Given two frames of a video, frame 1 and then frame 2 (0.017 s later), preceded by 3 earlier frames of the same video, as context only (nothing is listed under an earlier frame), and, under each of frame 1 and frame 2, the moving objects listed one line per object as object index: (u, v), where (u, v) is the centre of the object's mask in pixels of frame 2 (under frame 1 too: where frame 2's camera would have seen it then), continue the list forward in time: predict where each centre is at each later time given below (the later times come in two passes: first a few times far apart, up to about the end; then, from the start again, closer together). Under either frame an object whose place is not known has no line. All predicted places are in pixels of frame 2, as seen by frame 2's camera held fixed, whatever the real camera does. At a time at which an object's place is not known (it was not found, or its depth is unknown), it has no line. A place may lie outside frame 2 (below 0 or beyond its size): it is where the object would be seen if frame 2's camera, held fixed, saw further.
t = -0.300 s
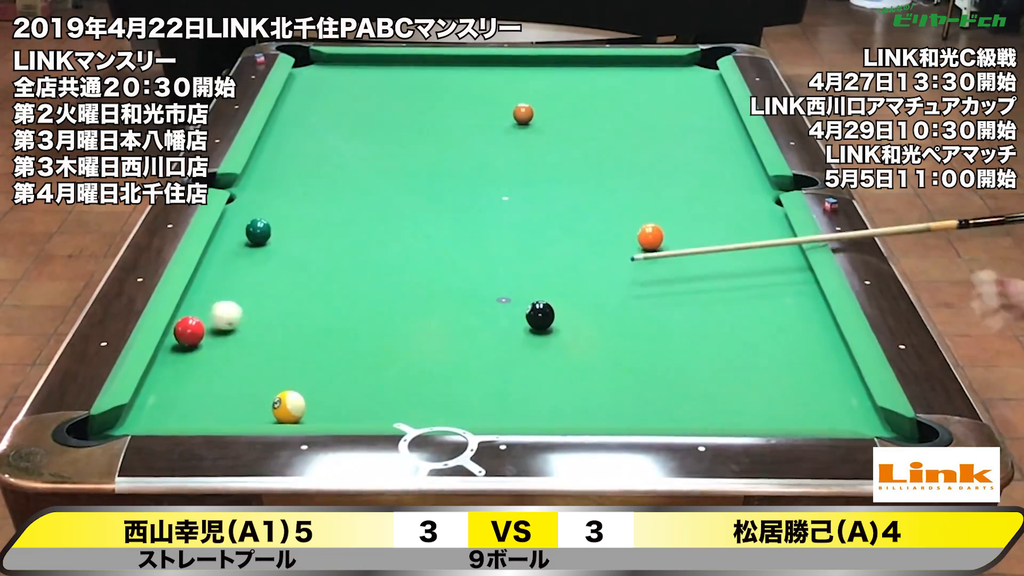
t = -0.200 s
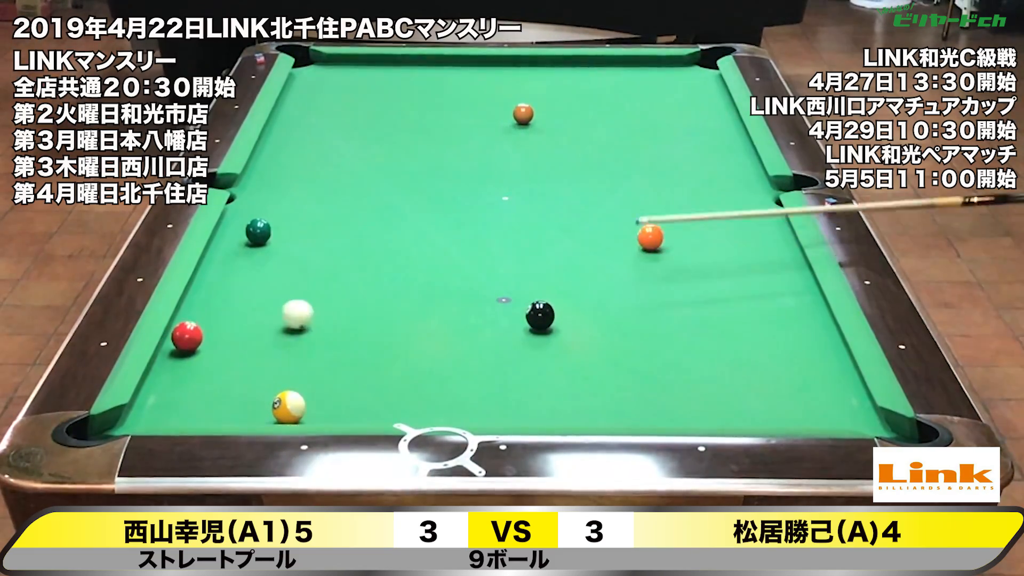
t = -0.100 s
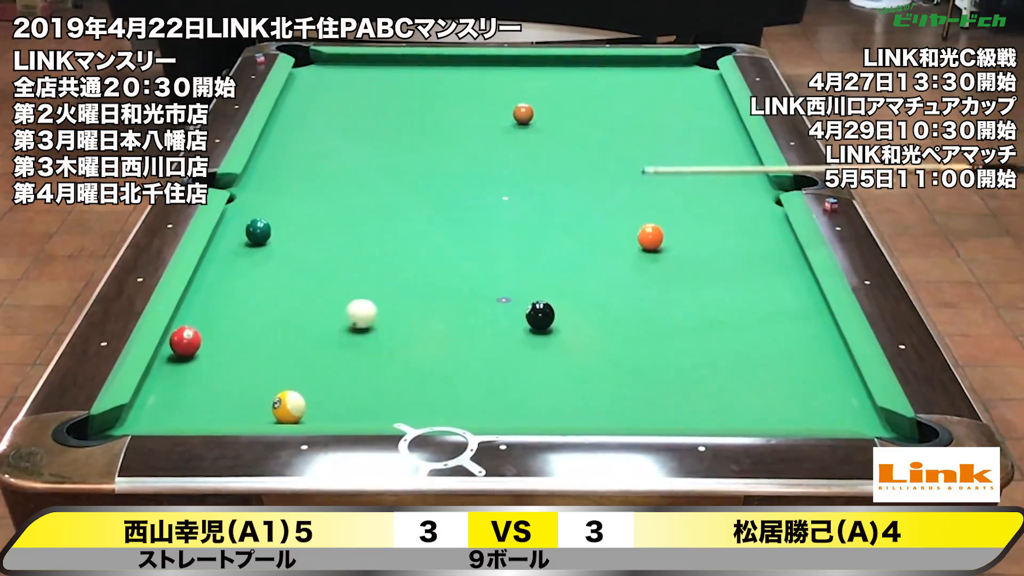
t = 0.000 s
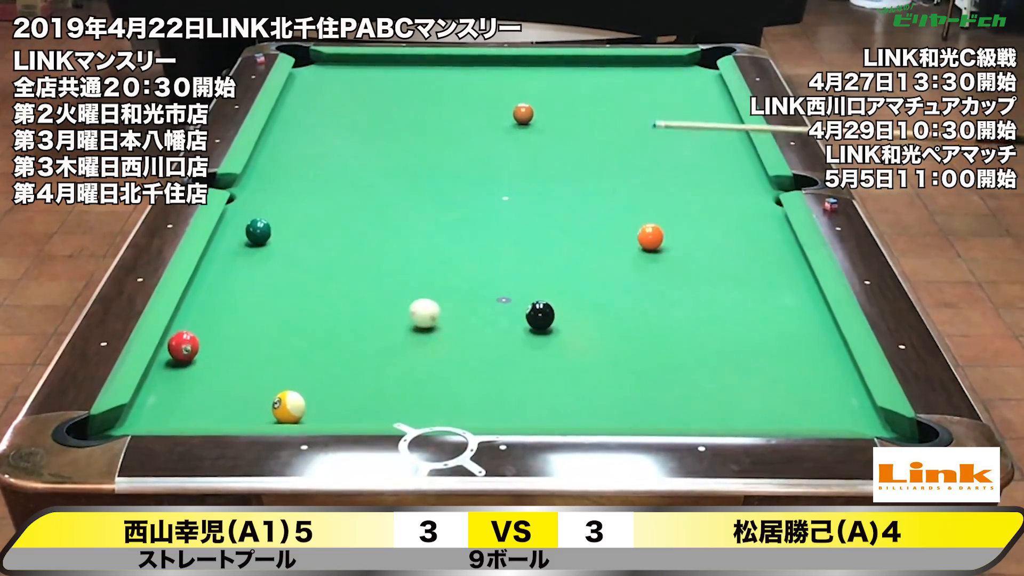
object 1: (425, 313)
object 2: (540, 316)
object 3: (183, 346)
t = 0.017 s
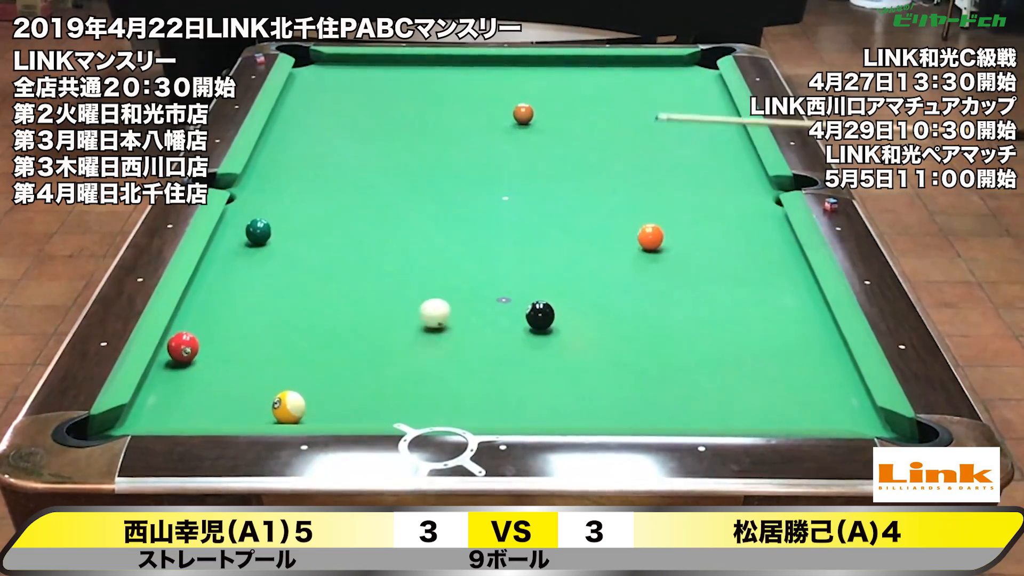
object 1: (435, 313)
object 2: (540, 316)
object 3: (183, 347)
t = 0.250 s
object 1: (523, 307)
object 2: (594, 321)
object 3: (179, 358)
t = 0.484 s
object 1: (559, 298)
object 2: (684, 328)
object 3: (176, 368)
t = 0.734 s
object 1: (596, 290)
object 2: (781, 336)
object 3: (173, 378)
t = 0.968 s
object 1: (627, 283)
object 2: (807, 342)
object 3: (172, 386)
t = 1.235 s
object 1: (661, 275)
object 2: (750, 347)
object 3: (170, 394)
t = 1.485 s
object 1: (690, 268)
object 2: (697, 351)
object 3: (169, 401)
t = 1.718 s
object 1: (716, 263)
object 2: (651, 354)
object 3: (168, 407)
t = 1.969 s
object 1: (741, 258)
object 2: (603, 358)
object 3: (169, 410)
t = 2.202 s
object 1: (762, 254)
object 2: (559, 362)
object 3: (170, 412)
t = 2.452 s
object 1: (783, 249)
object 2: (515, 365)
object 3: (171, 413)
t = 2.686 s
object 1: (780, 247)
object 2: (476, 368)
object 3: (170, 414)
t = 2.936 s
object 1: (768, 244)
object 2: (437, 372)
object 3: (169, 414)
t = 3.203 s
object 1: (758, 243)
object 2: (396, 375)
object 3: (169, 414)
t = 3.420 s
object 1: (751, 242)
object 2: (366, 378)
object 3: (169, 414)
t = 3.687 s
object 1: (745, 241)
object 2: (330, 381)
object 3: (169, 414)
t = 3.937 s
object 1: (741, 241)
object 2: (300, 382)
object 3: (169, 413)
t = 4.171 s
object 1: (740, 241)
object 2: (272, 385)
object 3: (169, 413)
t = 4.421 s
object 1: (741, 240)
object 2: (246, 388)
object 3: (169, 413)
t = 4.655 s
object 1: (741, 240)
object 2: (224, 390)
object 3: (169, 414)
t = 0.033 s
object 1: (445, 313)
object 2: (540, 316)
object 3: (183, 348)
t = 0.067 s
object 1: (466, 313)
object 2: (540, 316)
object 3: (182, 349)
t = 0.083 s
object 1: (477, 312)
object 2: (540, 316)
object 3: (182, 351)
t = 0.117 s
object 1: (497, 312)
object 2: (540, 316)
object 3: (181, 351)
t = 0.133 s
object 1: (508, 312)
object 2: (540, 316)
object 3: (181, 352)
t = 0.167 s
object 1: (513, 310)
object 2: (555, 317)
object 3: (180, 354)
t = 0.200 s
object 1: (515, 309)
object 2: (572, 319)
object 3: (180, 355)
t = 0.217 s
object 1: (518, 309)
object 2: (580, 319)
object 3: (179, 356)
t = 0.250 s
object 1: (523, 307)
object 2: (594, 321)
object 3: (179, 358)
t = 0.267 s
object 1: (525, 307)
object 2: (601, 321)
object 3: (179, 359)
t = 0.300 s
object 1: (531, 305)
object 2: (614, 322)
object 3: (178, 360)
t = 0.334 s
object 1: (536, 304)
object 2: (627, 323)
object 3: (178, 361)
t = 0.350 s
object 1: (538, 303)
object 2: (633, 324)
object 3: (177, 362)
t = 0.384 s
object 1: (544, 302)
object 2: (646, 325)
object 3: (177, 363)
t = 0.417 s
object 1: (549, 301)
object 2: (659, 326)
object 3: (176, 365)
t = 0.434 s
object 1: (552, 300)
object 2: (665, 327)
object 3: (176, 366)
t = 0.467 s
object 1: (557, 299)
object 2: (678, 328)
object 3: (176, 367)
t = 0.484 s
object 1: (559, 298)
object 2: (684, 328)
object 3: (176, 368)
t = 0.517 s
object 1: (564, 297)
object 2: (697, 329)
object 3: (175, 370)
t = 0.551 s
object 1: (569, 296)
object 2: (710, 330)
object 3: (175, 371)
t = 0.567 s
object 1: (572, 295)
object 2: (716, 331)
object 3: (175, 371)
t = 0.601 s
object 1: (577, 294)
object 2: (729, 332)
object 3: (174, 373)
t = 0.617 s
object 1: (579, 294)
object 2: (736, 333)
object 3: (174, 373)
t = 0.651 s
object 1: (584, 292)
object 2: (748, 334)
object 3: (174, 374)
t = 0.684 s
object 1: (589, 291)
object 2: (761, 335)
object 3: (174, 376)
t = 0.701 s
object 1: (591, 291)
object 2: (768, 335)
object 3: (173, 376)
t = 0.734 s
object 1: (596, 290)
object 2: (781, 336)
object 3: (173, 378)
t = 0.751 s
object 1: (598, 289)
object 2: (787, 337)
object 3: (173, 379)
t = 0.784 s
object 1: (603, 288)
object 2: (800, 338)
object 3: (173, 380)
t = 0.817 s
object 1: (608, 287)
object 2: (813, 339)
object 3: (172, 381)
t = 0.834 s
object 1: (610, 286)
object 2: (819, 340)
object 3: (172, 382)
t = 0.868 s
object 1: (614, 286)
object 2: (830, 341)
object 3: (172, 383)
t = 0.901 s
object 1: (618, 285)
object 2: (822, 341)
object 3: (172, 384)
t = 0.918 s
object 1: (621, 284)
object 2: (819, 342)
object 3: (172, 384)
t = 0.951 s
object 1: (625, 283)
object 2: (811, 342)
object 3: (172, 386)
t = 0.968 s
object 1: (627, 283)
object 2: (807, 342)
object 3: (172, 386)
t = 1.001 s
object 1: (632, 282)
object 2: (800, 342)
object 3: (171, 387)
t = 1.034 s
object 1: (636, 281)
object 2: (793, 343)
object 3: (171, 389)
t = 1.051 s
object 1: (638, 280)
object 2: (789, 343)
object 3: (171, 389)
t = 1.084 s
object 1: (643, 279)
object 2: (782, 344)
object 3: (171, 390)
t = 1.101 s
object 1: (645, 279)
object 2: (778, 345)
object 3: (171, 391)
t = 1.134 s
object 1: (649, 278)
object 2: (771, 345)
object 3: (170, 391)
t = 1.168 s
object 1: (653, 277)
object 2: (764, 345)
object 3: (170, 393)
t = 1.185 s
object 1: (655, 276)
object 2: (760, 346)
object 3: (170, 393)
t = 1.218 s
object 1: (660, 276)
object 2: (753, 346)
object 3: (170, 394)
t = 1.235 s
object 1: (661, 275)
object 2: (750, 347)
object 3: (170, 394)
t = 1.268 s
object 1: (665, 274)
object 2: (743, 347)
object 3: (170, 396)
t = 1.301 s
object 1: (670, 274)
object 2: (735, 348)
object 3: (169, 396)
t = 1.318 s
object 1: (671, 273)
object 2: (732, 348)
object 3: (169, 397)
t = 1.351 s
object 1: (675, 272)
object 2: (725, 349)
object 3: (169, 398)
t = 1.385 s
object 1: (679, 271)
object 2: (718, 349)
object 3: (169, 399)
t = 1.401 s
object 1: (681, 271)
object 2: (715, 349)
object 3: (169, 399)
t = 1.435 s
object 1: (685, 270)
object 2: (708, 350)
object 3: (169, 400)
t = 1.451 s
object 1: (687, 270)
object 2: (704, 350)
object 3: (169, 401)
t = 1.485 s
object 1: (690, 268)
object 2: (697, 351)
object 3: (169, 401)
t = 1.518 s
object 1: (694, 268)
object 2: (691, 351)
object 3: (168, 403)
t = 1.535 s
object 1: (696, 268)
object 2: (687, 351)
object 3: (168, 403)
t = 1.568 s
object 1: (700, 267)
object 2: (681, 352)
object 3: (169, 403)
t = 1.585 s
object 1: (702, 266)
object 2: (677, 352)
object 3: (168, 403)
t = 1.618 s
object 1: (705, 266)
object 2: (671, 352)
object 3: (168, 405)
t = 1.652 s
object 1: (709, 265)
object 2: (664, 353)
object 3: (169, 405)
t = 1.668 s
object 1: (710, 265)
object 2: (661, 354)
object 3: (168, 406)
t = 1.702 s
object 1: (714, 264)
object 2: (654, 354)
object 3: (168, 407)
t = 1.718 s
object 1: (716, 263)
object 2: (651, 354)
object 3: (168, 407)
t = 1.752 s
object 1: (719, 263)
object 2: (644, 355)
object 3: (168, 407)
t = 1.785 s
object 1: (723, 262)
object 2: (638, 355)
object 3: (168, 408)
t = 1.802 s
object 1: (724, 262)
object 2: (635, 356)
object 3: (168, 408)
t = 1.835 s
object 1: (728, 260)
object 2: (628, 356)
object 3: (169, 408)
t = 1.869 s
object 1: (731, 260)
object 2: (622, 356)
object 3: (169, 409)
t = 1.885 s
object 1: (733, 260)
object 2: (618, 357)
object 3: (169, 409)
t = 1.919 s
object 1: (736, 260)
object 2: (612, 358)
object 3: (169, 409)
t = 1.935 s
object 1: (738, 259)
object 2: (609, 358)
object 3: (169, 410)
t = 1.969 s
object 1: (741, 258)
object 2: (603, 358)
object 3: (169, 410)
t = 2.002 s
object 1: (744, 258)
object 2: (596, 359)
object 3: (169, 410)
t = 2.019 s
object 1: (745, 257)
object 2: (593, 359)
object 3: (169, 410)
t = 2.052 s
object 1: (748, 257)
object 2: (587, 359)
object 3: (169, 411)
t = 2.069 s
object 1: (750, 256)
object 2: (584, 360)
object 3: (169, 411)
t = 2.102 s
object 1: (753, 255)
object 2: (578, 360)
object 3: (170, 411)
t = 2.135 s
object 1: (756, 255)
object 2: (572, 361)
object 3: (170, 411)
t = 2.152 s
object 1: (758, 255)
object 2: (569, 361)
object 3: (170, 412)
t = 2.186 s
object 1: (761, 254)
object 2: (562, 362)
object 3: (170, 412)
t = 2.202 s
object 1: (762, 254)
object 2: (559, 362)
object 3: (170, 412)
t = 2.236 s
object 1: (765, 253)
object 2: (554, 362)
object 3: (170, 412)
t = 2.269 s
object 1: (768, 253)
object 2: (548, 363)
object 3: (171, 412)
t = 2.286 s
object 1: (769, 252)
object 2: (545, 363)
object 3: (171, 412)
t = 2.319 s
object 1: (772, 251)
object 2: (539, 364)
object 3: (171, 412)
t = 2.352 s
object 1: (775, 251)
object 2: (533, 364)
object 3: (171, 413)
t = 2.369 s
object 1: (776, 251)
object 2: (530, 364)
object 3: (171, 413)
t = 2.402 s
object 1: (779, 250)
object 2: (524, 364)
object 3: (171, 413)
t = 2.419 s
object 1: (780, 250)
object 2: (521, 365)
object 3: (171, 413)
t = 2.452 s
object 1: (783, 249)
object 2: (515, 365)
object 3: (171, 413)
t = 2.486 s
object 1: (786, 249)
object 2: (510, 366)
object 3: (171, 413)
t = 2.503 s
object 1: (787, 248)
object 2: (507, 366)
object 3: (170, 413)
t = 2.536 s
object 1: (788, 248)
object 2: (501, 367)
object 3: (170, 413)
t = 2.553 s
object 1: (788, 248)
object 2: (499, 367)
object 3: (170, 413)
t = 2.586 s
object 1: (786, 247)
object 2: (493, 367)
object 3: (170, 413)
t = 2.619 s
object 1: (784, 247)
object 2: (488, 368)
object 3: (170, 413)
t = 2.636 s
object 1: (783, 247)
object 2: (485, 368)
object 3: (170, 414)
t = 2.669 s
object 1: (781, 247)
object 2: (479, 368)
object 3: (170, 414)
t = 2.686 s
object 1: (780, 247)
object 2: (476, 368)
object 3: (170, 414)
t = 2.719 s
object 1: (779, 246)
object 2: (471, 369)
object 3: (169, 414)
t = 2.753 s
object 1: (777, 246)
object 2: (465, 370)
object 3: (169, 414)
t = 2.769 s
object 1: (776, 246)
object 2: (463, 370)
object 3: (169, 414)
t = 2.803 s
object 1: (774, 245)
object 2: (458, 370)
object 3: (169, 414)
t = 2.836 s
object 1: (773, 245)
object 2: (452, 371)
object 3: (169, 414)
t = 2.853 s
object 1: (772, 245)
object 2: (450, 371)
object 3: (169, 414)
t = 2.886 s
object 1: (771, 245)
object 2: (445, 372)
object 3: (169, 414)
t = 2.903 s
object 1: (770, 245)
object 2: (442, 372)
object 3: (169, 414)
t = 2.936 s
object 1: (768, 244)
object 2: (437, 372)
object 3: (169, 414)
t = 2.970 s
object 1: (767, 244)
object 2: (432, 372)
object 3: (169, 414)
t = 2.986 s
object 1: (766, 244)
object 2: (429, 372)
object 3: (169, 414)
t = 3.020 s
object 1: (765, 244)
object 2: (424, 373)
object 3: (169, 414)
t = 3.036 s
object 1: (764, 244)
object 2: (421, 374)
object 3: (169, 414)
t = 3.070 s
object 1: (763, 244)
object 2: (416, 374)
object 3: (169, 414)
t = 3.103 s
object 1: (761, 244)
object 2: (411, 374)
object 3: (169, 414)
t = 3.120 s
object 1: (761, 244)
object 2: (409, 375)
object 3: (169, 414)
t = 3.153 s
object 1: (759, 243)
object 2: (404, 375)
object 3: (169, 414)
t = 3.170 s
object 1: (759, 243)
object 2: (401, 375)
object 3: (169, 414)
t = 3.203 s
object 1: (758, 243)
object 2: (396, 375)
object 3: (169, 414)
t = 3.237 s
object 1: (757, 243)
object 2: (392, 376)
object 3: (169, 414)
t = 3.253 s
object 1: (756, 243)
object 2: (389, 376)
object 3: (169, 414)
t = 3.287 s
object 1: (755, 243)
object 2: (385, 376)
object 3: (169, 414)
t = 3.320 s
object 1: (754, 242)
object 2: (380, 377)
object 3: (169, 414)
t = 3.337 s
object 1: (753, 242)
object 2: (377, 377)
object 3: (169, 414)
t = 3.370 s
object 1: (752, 242)
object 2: (373, 377)
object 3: (169, 413)
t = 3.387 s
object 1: (752, 242)
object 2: (370, 377)
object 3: (169, 413)
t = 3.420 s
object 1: (751, 242)
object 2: (366, 378)
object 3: (169, 414)
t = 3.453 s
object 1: (750, 241)
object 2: (361, 379)
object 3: (169, 414)
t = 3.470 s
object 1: (750, 241)
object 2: (359, 379)
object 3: (169, 414)
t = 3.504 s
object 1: (749, 241)
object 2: (354, 379)
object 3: (169, 414)
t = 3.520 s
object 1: (748, 241)
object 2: (352, 379)
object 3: (169, 414)
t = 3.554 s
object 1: (748, 241)
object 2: (348, 380)
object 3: (169, 414)
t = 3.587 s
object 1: (747, 241)
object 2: (343, 380)
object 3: (169, 414)
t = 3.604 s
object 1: (746, 241)
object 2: (341, 381)
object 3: (169, 414)
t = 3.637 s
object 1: (746, 241)
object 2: (337, 381)
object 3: (169, 413)
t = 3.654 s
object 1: (745, 241)
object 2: (335, 381)
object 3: (169, 414)
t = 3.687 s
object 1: (745, 241)
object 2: (330, 381)
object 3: (169, 414)
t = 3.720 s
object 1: (744, 241)
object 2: (326, 382)
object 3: (169, 414)
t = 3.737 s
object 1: (744, 241)
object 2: (324, 381)
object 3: (169, 414)
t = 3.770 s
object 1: (744, 241)
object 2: (320, 382)
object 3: (169, 413)
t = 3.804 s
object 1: (743, 241)
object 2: (315, 382)
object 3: (169, 414)
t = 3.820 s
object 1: (743, 241)
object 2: (314, 383)
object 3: (169, 413)
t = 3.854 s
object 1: (742, 241)
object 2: (310, 383)
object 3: (169, 413)
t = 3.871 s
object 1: (742, 241)
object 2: (308, 383)
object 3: (169, 414)
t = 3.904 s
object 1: (742, 241)
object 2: (305, 382)
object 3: (169, 413)
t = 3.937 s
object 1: (741, 241)
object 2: (300, 382)
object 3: (169, 413)
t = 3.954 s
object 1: (741, 241)
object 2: (299, 382)
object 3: (169, 414)
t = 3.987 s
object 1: (741, 241)
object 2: (294, 381)
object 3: (169, 413)
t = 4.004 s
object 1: (741, 241)
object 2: (292, 381)
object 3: (169, 413)
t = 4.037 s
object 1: (741, 241)
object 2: (288, 381)
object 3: (169, 414)
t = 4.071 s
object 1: (740, 241)
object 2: (284, 382)
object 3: (169, 414)
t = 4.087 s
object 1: (740, 241)
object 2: (282, 382)
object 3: (169, 413)
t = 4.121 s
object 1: (740, 241)
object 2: (278, 383)
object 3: (169, 413)
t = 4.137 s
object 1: (740, 241)
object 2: (276, 383)
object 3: (169, 413)
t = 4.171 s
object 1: (740, 241)
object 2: (272, 385)
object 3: (169, 413)
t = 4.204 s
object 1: (740, 241)
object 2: (269, 385)
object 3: (169, 413)
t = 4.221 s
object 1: (740, 241)
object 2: (267, 386)
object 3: (169, 413)
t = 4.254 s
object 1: (741, 241)
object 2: (264, 387)
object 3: (169, 413)
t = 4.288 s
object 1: (741, 241)
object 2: (261, 387)
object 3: (169, 414)
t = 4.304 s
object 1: (741, 241)
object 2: (259, 387)
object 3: (169, 413)
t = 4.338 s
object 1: (740, 241)
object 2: (256, 388)
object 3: (169, 414)
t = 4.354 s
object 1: (741, 241)
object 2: (254, 388)
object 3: (169, 414)
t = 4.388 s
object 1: (741, 241)
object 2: (251, 388)
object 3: (169, 413)
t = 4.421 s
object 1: (741, 240)
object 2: (246, 388)
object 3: (169, 413)
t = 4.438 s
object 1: (741, 240)
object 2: (244, 389)
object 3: (169, 413)
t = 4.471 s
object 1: (741, 240)
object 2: (241, 389)
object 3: (169, 413)
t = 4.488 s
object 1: (741, 240)
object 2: (239, 389)
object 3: (169, 413)
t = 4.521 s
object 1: (741, 240)
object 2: (236, 389)
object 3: (169, 413)
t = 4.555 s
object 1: (741, 240)
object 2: (233, 390)
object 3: (169, 413)
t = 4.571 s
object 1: (741, 240)
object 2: (232, 390)
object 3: (169, 413)
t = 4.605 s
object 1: (741, 240)
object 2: (229, 390)
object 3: (169, 413)
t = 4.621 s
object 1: (741, 240)
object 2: (227, 390)
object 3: (169, 413)
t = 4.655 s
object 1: (741, 240)
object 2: (224, 390)
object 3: (169, 414)
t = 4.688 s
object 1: (741, 240)
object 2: (221, 391)
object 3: (169, 414)
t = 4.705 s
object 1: (741, 240)
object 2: (219, 390)
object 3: (169, 413)
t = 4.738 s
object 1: (741, 240)
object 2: (217, 391)
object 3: (169, 413)
